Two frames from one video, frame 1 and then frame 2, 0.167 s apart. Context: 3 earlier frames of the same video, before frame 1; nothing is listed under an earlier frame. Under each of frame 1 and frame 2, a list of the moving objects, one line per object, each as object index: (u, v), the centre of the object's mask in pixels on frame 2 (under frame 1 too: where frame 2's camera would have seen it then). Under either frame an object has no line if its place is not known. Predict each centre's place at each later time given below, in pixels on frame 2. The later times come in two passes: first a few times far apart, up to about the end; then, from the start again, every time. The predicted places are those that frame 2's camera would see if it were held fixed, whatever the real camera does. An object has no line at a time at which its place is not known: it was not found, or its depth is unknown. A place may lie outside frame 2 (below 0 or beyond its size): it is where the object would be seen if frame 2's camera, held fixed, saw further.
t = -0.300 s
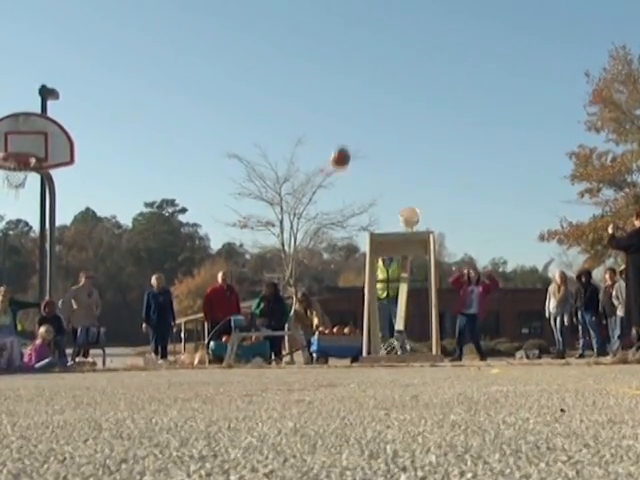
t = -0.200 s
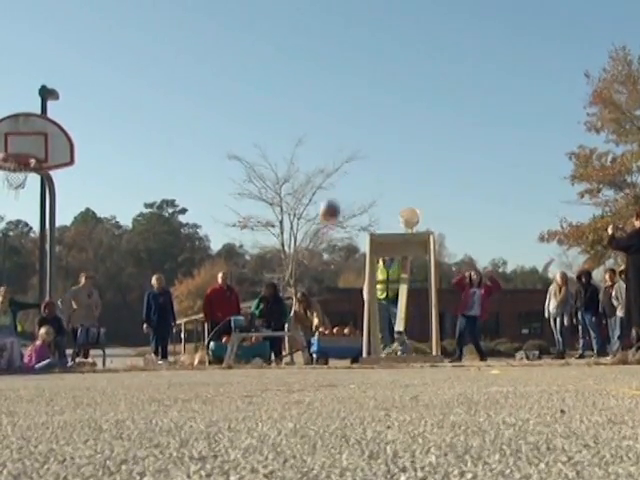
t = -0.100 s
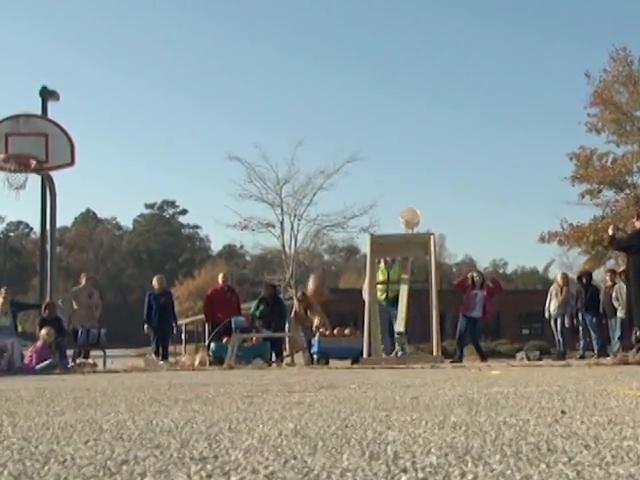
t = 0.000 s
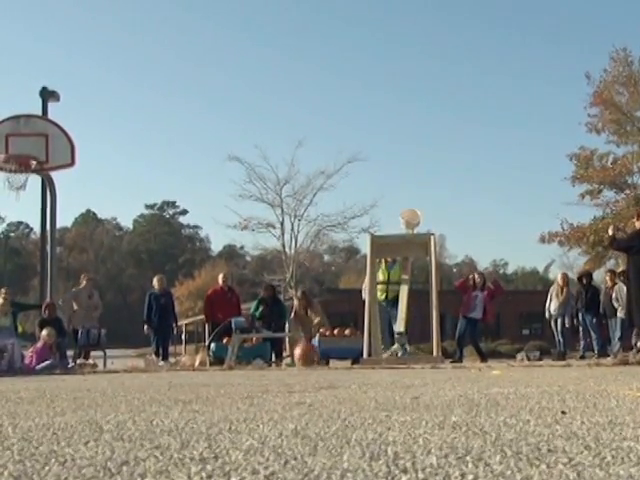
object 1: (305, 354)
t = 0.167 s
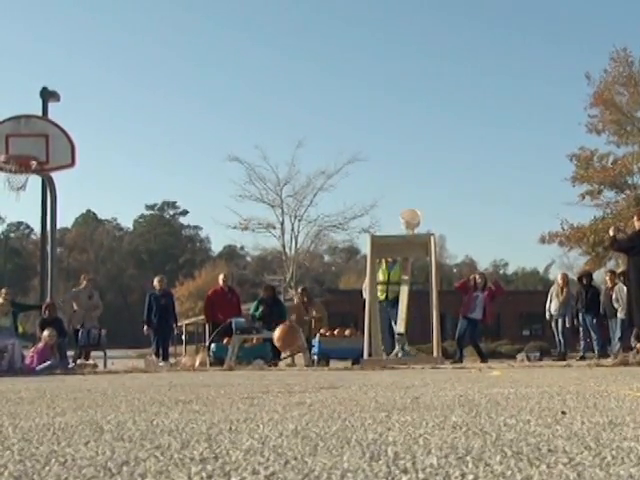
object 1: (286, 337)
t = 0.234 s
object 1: (276, 340)
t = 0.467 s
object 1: (248, 345)
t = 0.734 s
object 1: (215, 355)
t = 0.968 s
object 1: (186, 350)
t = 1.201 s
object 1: (153, 350)
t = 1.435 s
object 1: (123, 357)
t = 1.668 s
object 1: (97, 351)
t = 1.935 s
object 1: (75, 335)
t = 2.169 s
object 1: (70, 353)
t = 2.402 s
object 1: (84, 354)
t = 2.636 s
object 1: (117, 362)
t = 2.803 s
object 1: (166, 339)
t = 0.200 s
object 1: (279, 338)
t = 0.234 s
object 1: (276, 340)
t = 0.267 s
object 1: (272, 346)
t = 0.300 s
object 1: (267, 352)
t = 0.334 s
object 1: (263, 358)
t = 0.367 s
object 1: (259, 352)
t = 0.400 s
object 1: (256, 348)
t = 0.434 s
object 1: (252, 346)
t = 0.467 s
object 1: (248, 345)
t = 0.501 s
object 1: (244, 346)
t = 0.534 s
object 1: (240, 350)
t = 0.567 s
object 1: (237, 353)
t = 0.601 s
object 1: (233, 356)
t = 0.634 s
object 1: (228, 354)
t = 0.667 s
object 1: (224, 354)
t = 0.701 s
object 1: (218, 355)
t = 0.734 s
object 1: (215, 355)
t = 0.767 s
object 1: (211, 350)
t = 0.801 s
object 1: (207, 349)
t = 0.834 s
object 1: (202, 350)
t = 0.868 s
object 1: (200, 353)
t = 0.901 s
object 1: (195, 357)
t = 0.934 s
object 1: (190, 354)
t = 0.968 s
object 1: (186, 350)
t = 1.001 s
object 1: (181, 350)
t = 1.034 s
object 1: (176, 351)
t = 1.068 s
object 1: (171, 356)
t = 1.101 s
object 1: (166, 358)
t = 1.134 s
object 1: (162, 356)
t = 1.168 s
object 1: (157, 352)
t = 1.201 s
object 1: (153, 350)
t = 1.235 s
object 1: (148, 352)
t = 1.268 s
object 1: (143, 356)
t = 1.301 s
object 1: (138, 358)
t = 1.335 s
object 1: (135, 354)
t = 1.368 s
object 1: (132, 354)
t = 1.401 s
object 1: (128, 354)
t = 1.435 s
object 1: (123, 357)
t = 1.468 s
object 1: (120, 358)
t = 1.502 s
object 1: (116, 355)
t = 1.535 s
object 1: (112, 357)
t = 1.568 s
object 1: (108, 359)
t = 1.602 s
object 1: (105, 356)
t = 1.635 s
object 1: (101, 353)
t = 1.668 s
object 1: (97, 351)
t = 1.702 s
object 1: (93, 356)
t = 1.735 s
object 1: (90, 359)
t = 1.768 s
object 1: (86, 359)
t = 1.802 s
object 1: (82, 356)
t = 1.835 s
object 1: (80, 354)
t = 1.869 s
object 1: (78, 357)
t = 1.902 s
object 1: (76, 346)
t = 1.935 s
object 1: (75, 335)
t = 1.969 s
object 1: (72, 334)
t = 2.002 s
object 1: (72, 338)
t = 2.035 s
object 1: (70, 346)
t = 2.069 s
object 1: (67, 360)
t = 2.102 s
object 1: (68, 356)
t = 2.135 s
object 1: (70, 356)
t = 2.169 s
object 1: (70, 353)
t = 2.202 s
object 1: (72, 343)
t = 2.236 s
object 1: (73, 338)
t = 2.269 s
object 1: (74, 344)
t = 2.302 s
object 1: (77, 358)
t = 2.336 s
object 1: (79, 359)
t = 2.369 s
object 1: (80, 361)
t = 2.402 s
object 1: (84, 354)
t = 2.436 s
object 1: (89, 348)
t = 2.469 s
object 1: (96, 355)
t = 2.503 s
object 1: (101, 353)
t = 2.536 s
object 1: (105, 340)
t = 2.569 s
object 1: (109, 332)
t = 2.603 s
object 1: (112, 340)
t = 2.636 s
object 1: (117, 362)
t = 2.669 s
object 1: (126, 353)
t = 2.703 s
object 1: (137, 347)
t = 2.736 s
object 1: (147, 352)
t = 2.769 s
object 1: (156, 357)
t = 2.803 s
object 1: (166, 339)
